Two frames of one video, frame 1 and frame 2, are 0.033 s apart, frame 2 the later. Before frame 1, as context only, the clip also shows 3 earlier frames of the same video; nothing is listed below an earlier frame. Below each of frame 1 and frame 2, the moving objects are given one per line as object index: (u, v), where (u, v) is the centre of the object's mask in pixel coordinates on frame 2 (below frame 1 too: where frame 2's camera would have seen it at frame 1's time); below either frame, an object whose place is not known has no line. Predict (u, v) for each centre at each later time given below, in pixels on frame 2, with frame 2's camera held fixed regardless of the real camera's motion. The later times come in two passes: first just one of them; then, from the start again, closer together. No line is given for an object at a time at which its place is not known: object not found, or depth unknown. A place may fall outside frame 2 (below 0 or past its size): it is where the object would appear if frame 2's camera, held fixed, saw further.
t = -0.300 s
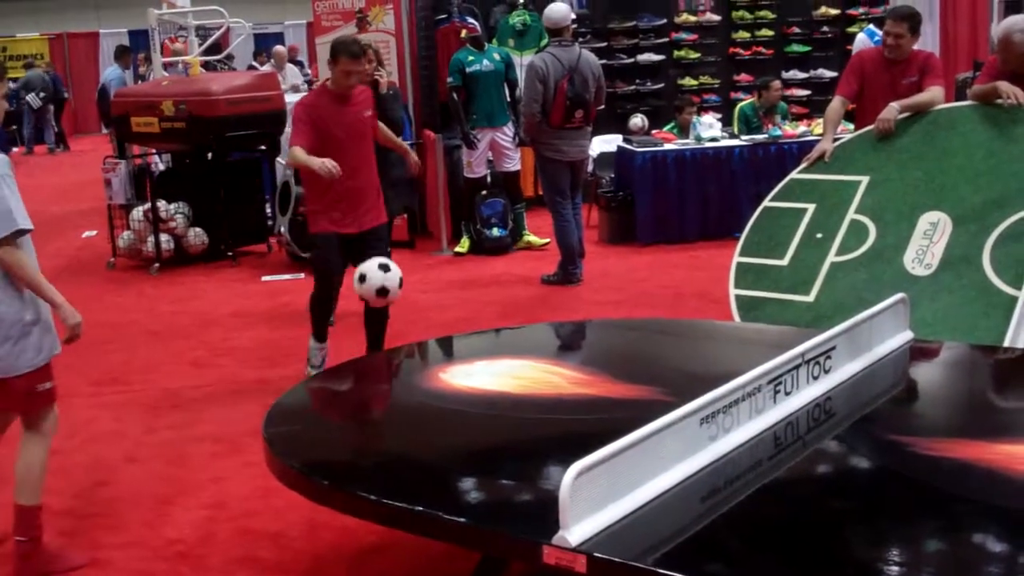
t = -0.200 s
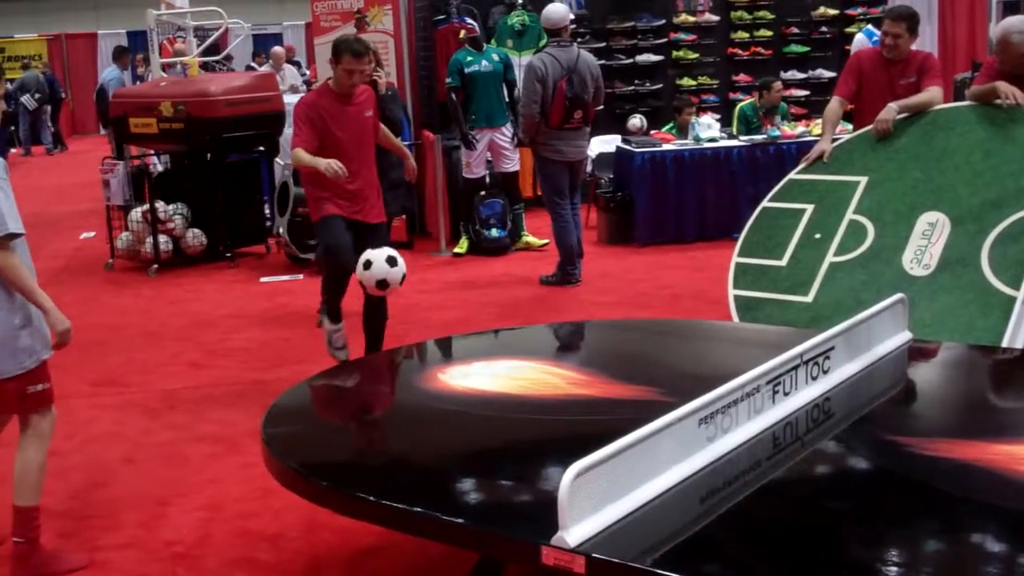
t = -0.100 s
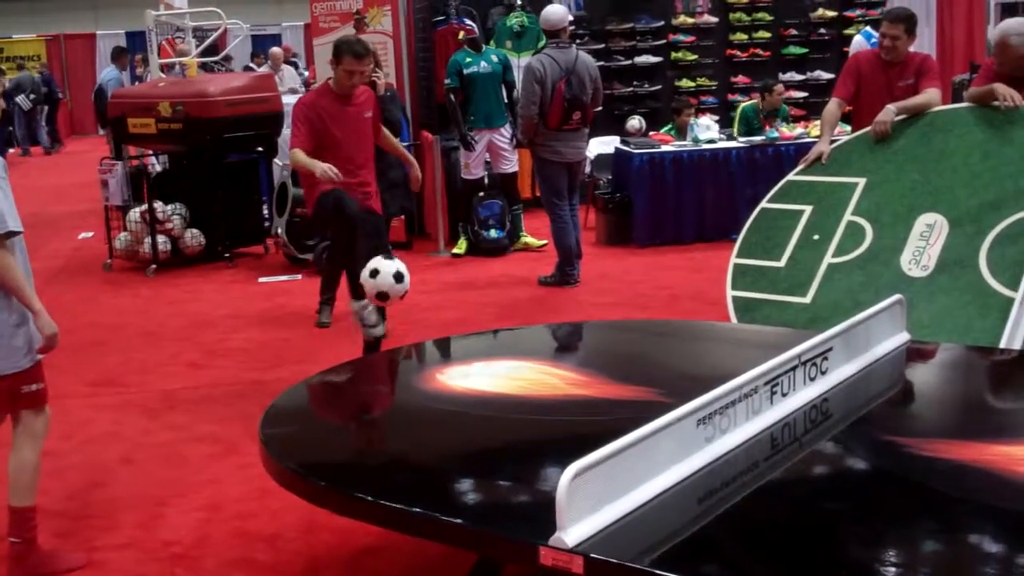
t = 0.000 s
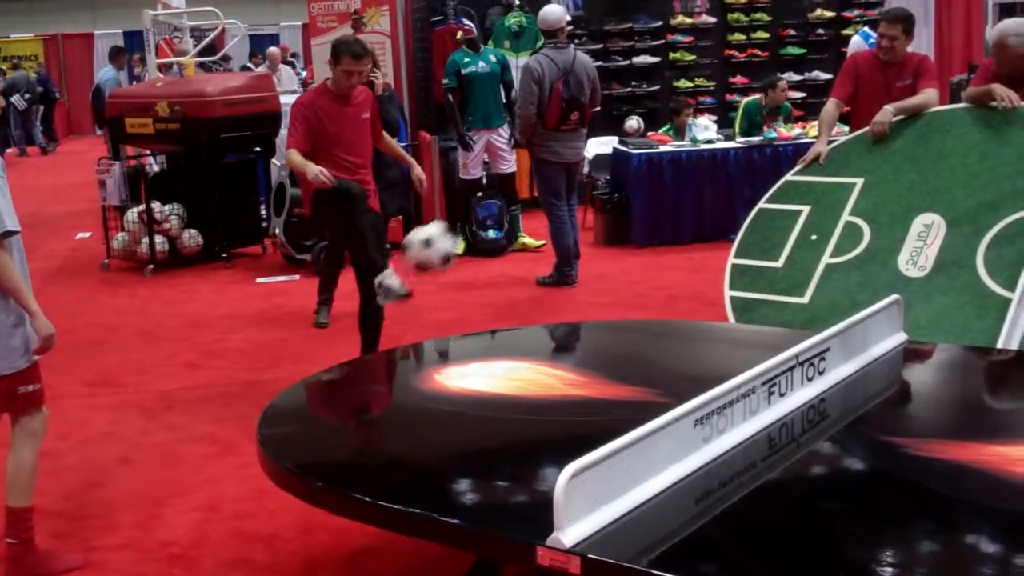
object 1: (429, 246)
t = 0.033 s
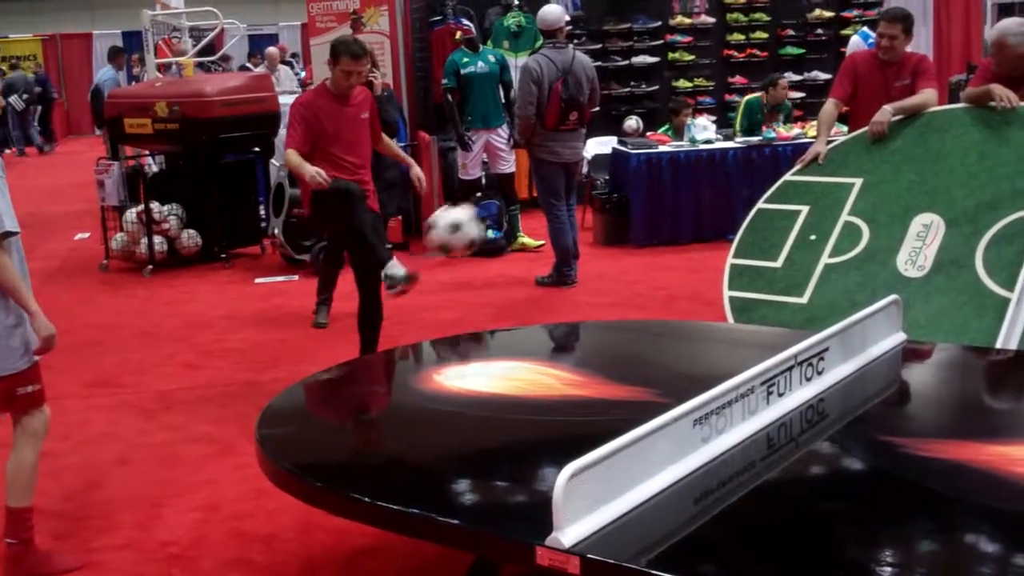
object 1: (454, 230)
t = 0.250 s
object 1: (659, 169)
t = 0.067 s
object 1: (481, 215)
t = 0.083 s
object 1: (494, 205)
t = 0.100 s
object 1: (509, 199)
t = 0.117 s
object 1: (524, 193)
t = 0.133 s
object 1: (540, 186)
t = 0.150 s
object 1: (556, 183)
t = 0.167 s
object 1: (569, 180)
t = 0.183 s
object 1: (588, 177)
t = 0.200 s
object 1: (605, 172)
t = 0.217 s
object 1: (622, 171)
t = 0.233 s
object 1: (641, 170)
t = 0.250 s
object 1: (659, 169)
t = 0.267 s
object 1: (678, 169)
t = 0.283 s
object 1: (698, 170)
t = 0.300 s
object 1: (717, 171)
